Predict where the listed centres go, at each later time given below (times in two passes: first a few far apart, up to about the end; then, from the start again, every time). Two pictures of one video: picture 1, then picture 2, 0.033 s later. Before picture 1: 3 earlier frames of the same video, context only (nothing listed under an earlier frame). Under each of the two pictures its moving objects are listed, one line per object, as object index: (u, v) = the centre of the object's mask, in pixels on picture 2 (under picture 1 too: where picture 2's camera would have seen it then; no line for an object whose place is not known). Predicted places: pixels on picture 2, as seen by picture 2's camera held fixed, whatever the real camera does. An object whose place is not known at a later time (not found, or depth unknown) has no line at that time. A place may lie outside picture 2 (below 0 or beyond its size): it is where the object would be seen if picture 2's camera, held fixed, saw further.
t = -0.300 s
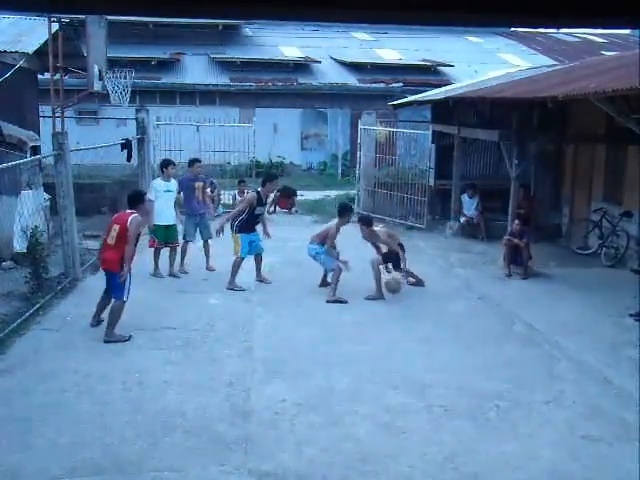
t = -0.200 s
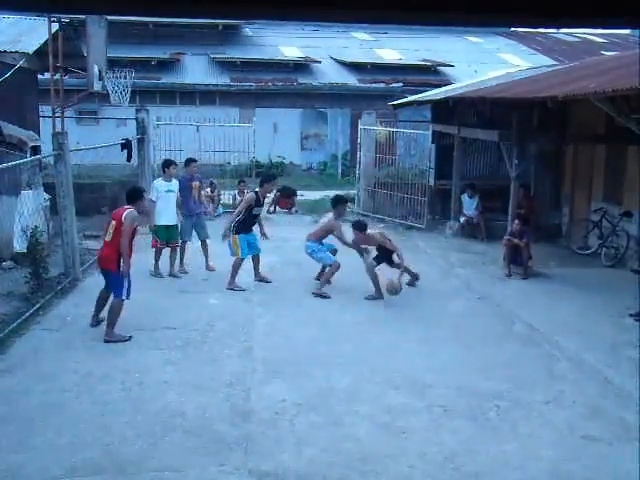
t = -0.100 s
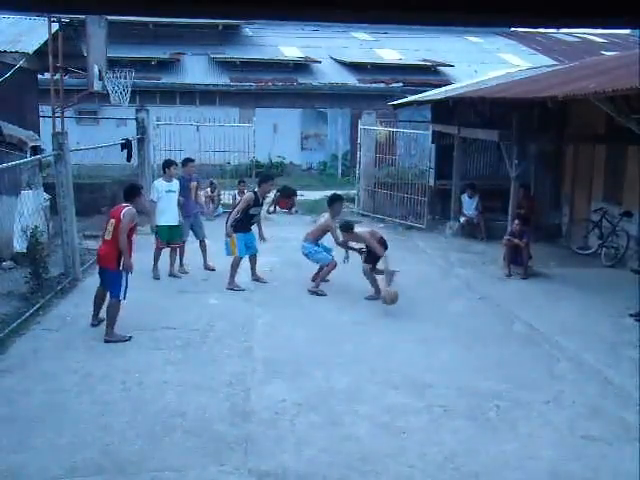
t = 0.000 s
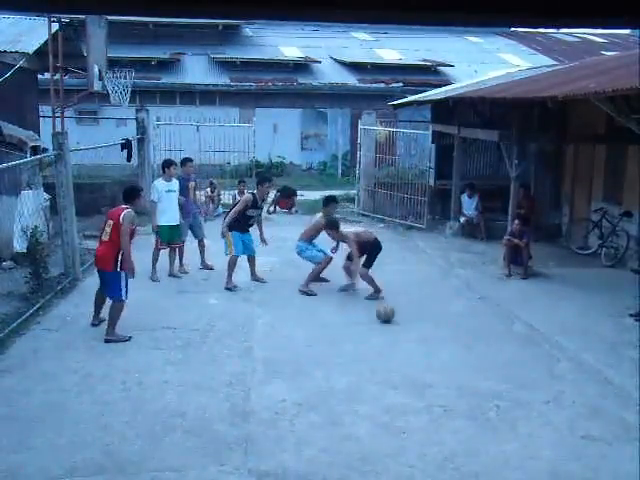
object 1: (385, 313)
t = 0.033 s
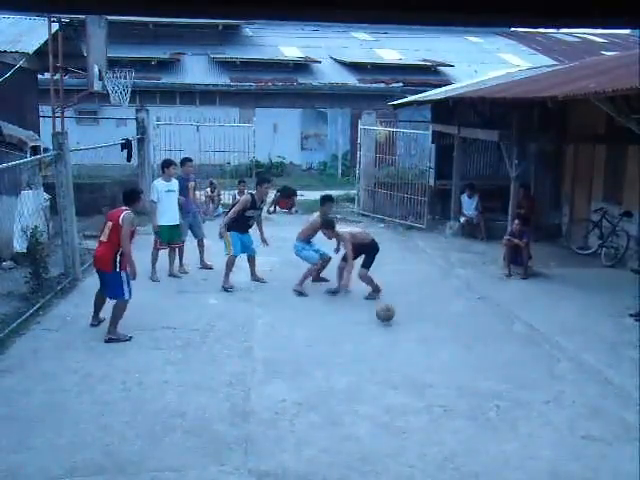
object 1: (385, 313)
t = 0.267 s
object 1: (386, 337)
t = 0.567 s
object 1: (386, 364)
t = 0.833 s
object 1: (384, 393)
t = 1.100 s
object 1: (386, 435)
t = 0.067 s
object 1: (385, 313)
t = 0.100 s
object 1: (385, 314)
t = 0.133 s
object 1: (386, 316)
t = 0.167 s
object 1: (386, 319)
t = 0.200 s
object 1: (386, 323)
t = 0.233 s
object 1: (386, 329)
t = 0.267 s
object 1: (386, 337)
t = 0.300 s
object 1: (386, 339)
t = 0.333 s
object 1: (386, 338)
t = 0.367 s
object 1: (386, 338)
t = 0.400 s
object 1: (386, 339)
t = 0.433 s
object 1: (386, 342)
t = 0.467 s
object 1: (386, 345)
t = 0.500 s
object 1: (386, 350)
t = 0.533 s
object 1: (386, 356)
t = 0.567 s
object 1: (386, 364)
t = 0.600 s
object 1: (385, 372)
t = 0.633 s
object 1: (385, 371)
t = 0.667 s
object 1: (385, 372)
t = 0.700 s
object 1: (385, 374)
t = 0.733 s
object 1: (385, 377)
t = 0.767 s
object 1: (385, 381)
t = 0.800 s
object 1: (385, 387)
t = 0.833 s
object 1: (384, 393)
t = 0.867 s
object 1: (384, 404)
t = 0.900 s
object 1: (383, 416)
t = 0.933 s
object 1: (384, 417)
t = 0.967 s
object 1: (384, 418)
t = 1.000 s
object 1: (384, 419)
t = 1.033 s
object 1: (385, 423)
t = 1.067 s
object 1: (385, 428)
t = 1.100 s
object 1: (386, 435)
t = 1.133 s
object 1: (386, 443)
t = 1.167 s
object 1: (386, 455)
